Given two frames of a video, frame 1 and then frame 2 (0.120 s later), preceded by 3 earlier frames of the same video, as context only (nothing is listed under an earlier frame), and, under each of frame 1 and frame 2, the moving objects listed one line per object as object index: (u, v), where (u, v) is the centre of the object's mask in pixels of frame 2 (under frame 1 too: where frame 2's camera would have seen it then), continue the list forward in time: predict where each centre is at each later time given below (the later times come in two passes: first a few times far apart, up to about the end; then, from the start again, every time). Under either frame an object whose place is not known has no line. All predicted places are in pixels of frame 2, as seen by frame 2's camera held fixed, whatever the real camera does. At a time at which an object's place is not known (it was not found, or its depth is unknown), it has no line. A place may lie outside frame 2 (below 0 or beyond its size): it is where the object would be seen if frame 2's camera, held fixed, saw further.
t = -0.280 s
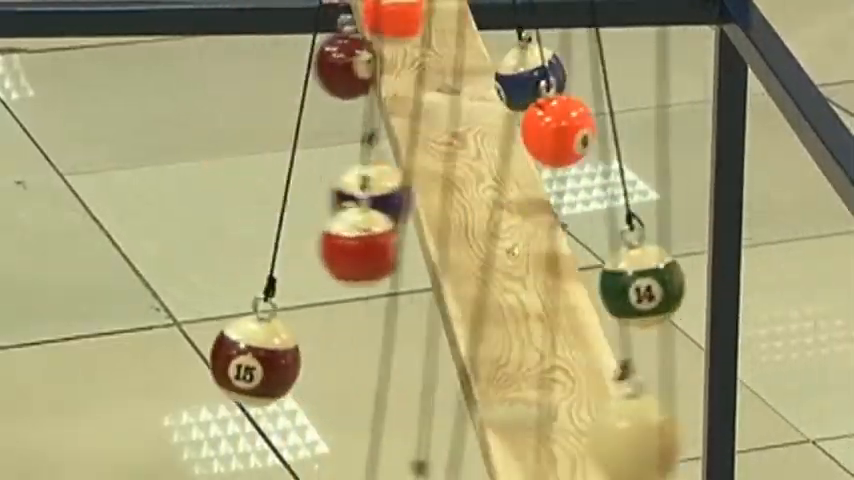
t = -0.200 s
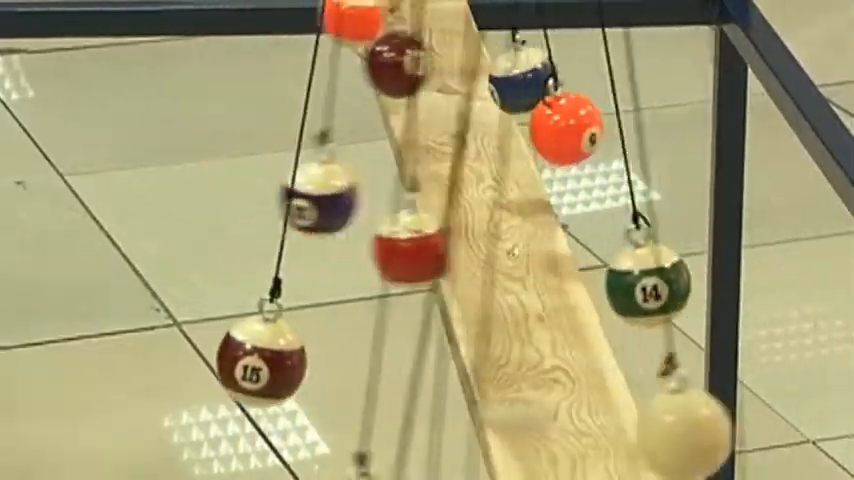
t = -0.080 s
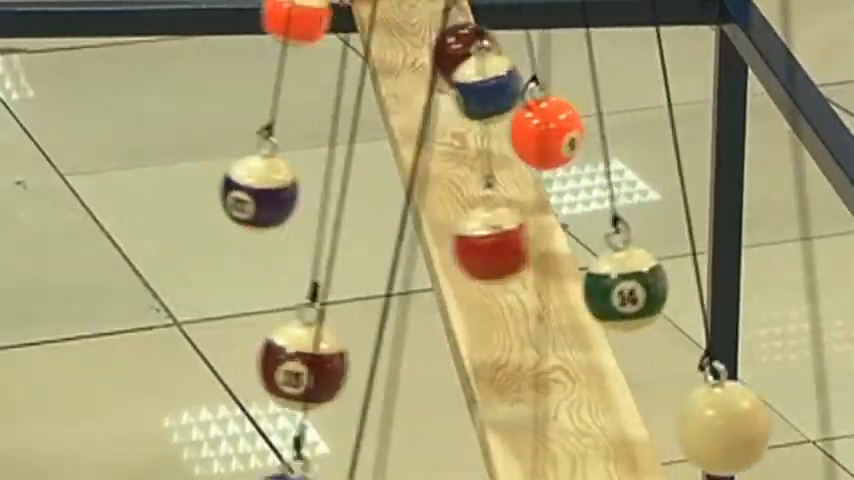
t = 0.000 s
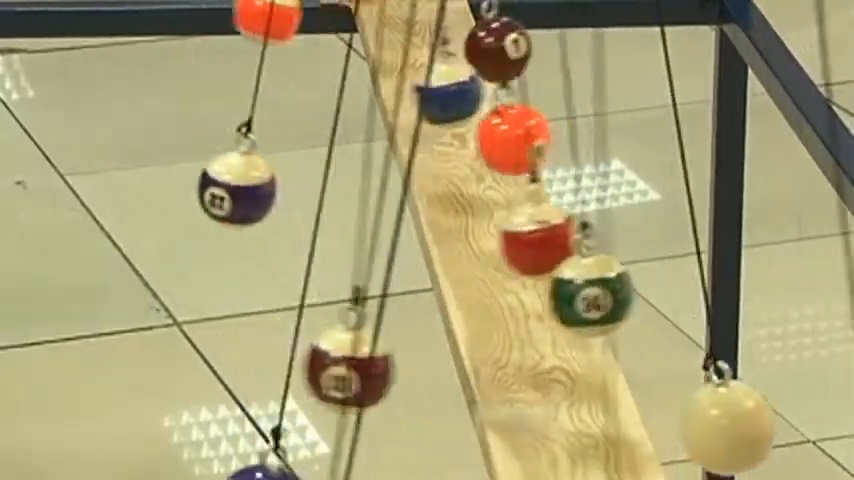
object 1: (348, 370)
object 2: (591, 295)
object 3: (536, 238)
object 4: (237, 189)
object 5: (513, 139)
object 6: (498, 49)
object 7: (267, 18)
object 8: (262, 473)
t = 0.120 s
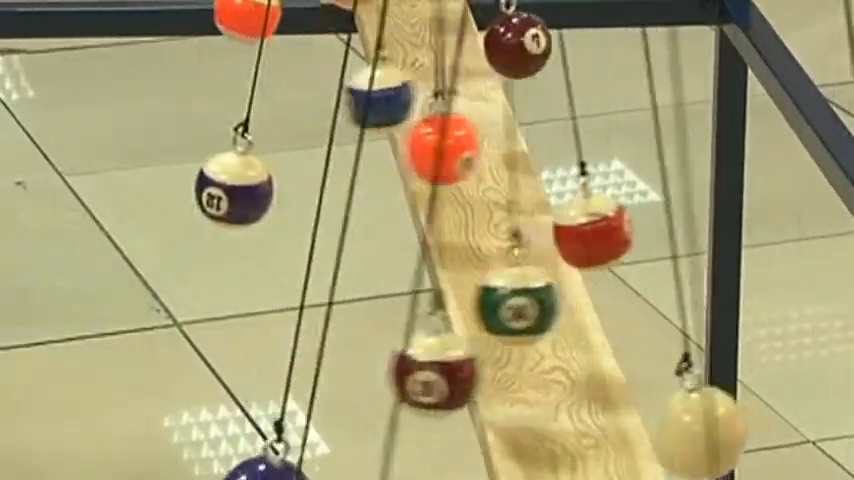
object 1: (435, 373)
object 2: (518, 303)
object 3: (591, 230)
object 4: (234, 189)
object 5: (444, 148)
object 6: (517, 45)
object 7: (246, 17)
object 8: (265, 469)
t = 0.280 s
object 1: (555, 368)
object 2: (401, 308)
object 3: (610, 227)
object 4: (287, 195)
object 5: (337, 149)
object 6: (488, 51)
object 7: (270, 19)
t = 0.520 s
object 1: (671, 355)
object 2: (273, 301)
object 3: (522, 240)
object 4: (440, 197)
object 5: (230, 141)
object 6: (353, 67)
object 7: (384, 18)
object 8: (526, 473)
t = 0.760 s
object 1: (639, 360)
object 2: (277, 302)
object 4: (564, 180)
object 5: (268, 147)
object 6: (236, 56)
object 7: (467, 11)
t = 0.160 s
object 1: (465, 370)
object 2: (491, 303)
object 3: (602, 229)
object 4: (242, 189)
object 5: (416, 150)
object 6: (516, 45)
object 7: (244, 17)
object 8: (276, 469)
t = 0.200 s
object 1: (496, 370)
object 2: (460, 303)
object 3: (609, 227)
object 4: (253, 191)
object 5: (391, 151)
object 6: (511, 46)
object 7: (251, 17)
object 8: (292, 469)
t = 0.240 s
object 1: (525, 369)
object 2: (430, 307)
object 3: (611, 227)
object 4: (268, 193)
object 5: (359, 152)
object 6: (501, 49)
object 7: (259, 18)
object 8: (311, 470)
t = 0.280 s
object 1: (555, 368)
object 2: (401, 308)
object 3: (610, 227)
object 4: (287, 195)
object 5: (337, 149)
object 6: (488, 51)
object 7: (270, 19)
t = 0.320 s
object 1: (583, 365)
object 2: (375, 306)
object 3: (605, 229)
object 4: (309, 196)
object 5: (310, 140)
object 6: (471, 55)
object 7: (284, 18)
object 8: (361, 471)
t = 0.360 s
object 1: (608, 363)
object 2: (347, 307)
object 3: (596, 230)
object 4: (332, 198)
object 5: (286, 146)
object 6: (451, 59)
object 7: (300, 19)
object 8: (391, 471)
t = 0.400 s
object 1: (629, 360)
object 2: (324, 305)
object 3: (581, 232)
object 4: (358, 196)
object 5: (268, 146)
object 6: (430, 62)
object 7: (318, 19)
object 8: (422, 472)
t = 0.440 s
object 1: (647, 358)
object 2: (304, 303)
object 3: (566, 235)
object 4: (384, 199)
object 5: (251, 143)
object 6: (406, 64)
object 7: (336, 19)
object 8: (455, 473)
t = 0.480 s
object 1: (661, 356)
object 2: (286, 302)
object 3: (546, 238)
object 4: (413, 199)
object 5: (239, 143)
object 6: (380, 66)
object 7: (352, 17)
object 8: (494, 473)
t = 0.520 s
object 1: (671, 355)
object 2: (273, 301)
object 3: (522, 240)
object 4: (440, 197)
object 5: (230, 141)
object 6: (353, 67)
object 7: (384, 18)
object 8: (526, 473)
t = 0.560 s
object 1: (677, 354)
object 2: (263, 299)
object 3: (497, 243)
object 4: (459, 190)
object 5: (226, 141)
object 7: (399, 16)
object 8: (561, 473)
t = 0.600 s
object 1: (678, 354)
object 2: (258, 298)
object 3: (472, 244)
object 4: (503, 188)
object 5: (226, 141)
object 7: (416, 15)
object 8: (598, 473)
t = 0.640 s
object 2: (257, 298)
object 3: (444, 246)
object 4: (514, 189)
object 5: (231, 141)
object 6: (287, 49)
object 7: (433, 14)
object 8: (630, 474)
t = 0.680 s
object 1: (666, 356)
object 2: (259, 299)
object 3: (417, 247)
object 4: (534, 186)
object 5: (239, 143)
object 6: (259, 53)
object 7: (448, 12)
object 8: (661, 474)
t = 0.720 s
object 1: (655, 358)
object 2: (267, 300)
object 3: (390, 247)
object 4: (551, 183)
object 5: (252, 145)
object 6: (248, 58)
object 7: (459, 11)
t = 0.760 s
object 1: (639, 360)
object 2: (277, 302)
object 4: (564, 180)
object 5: (268, 147)
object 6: (236, 56)
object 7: (467, 11)
